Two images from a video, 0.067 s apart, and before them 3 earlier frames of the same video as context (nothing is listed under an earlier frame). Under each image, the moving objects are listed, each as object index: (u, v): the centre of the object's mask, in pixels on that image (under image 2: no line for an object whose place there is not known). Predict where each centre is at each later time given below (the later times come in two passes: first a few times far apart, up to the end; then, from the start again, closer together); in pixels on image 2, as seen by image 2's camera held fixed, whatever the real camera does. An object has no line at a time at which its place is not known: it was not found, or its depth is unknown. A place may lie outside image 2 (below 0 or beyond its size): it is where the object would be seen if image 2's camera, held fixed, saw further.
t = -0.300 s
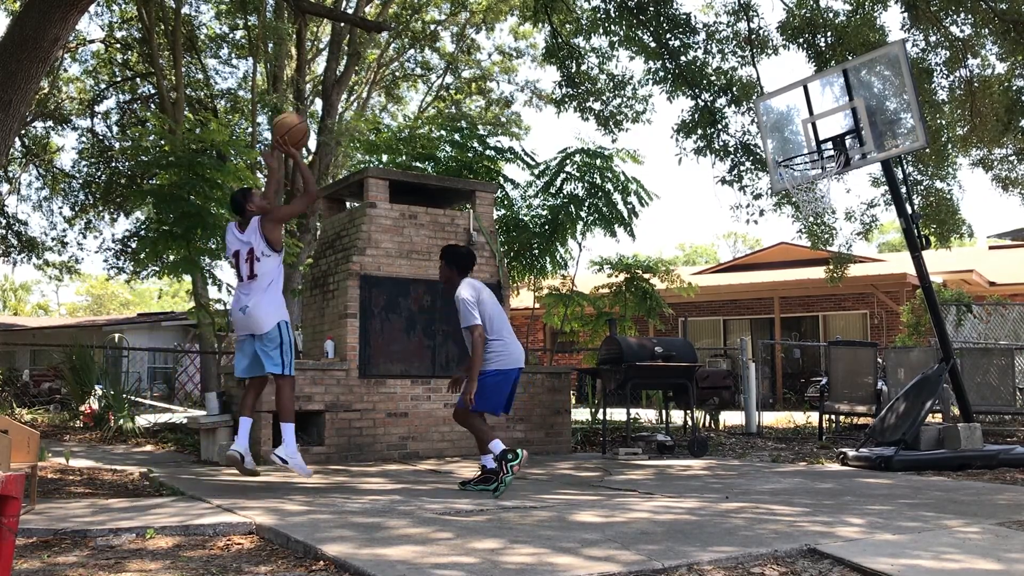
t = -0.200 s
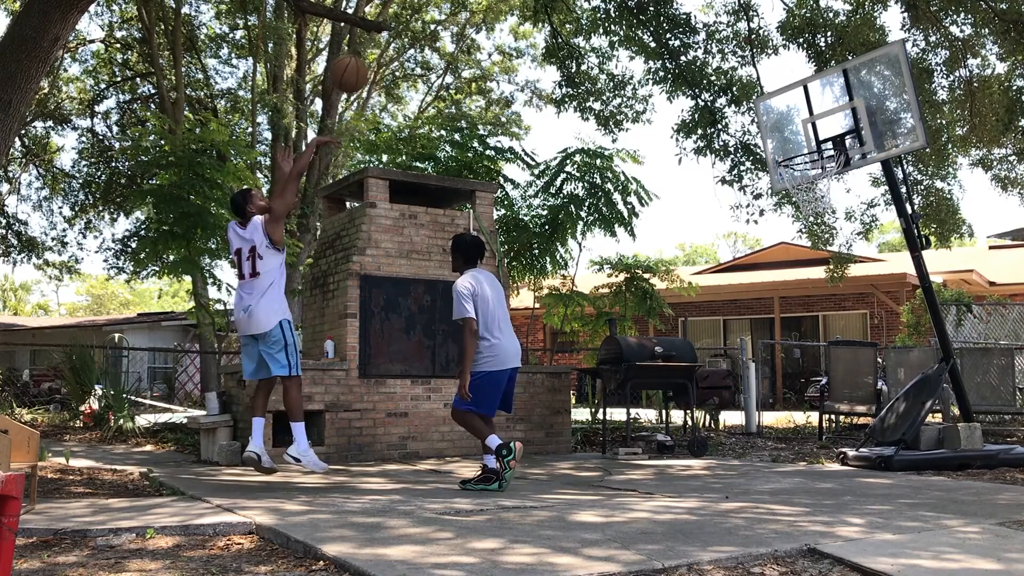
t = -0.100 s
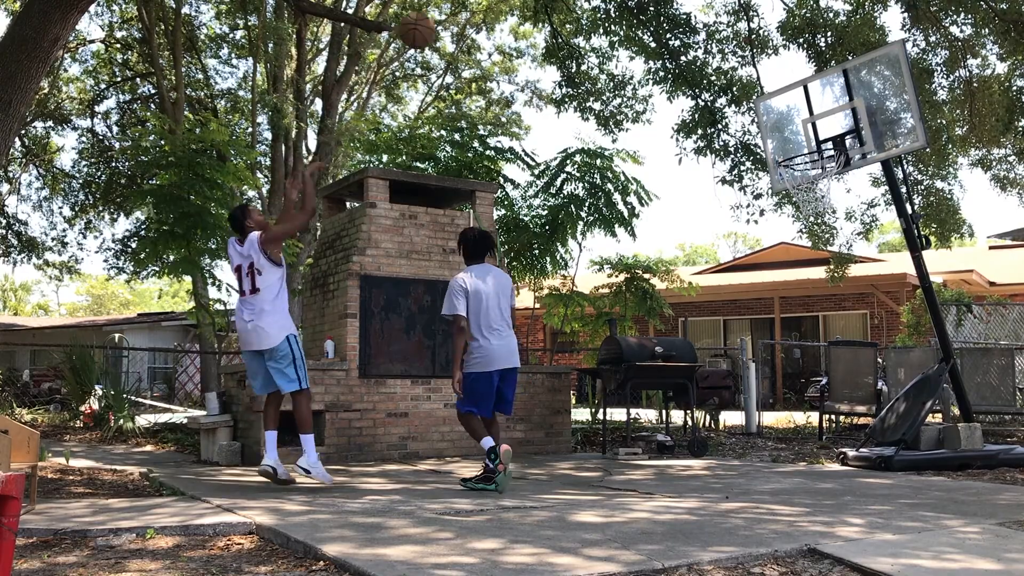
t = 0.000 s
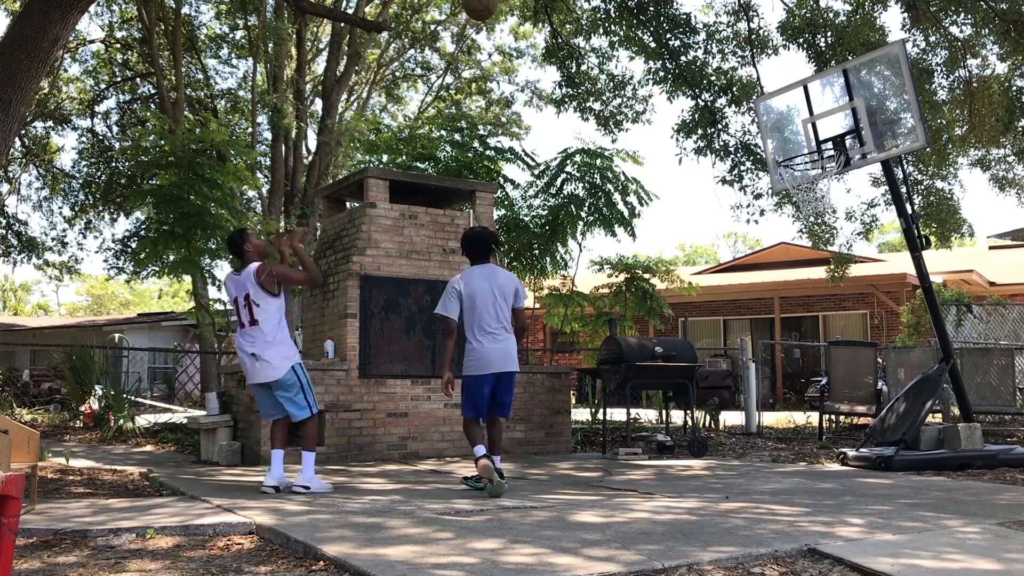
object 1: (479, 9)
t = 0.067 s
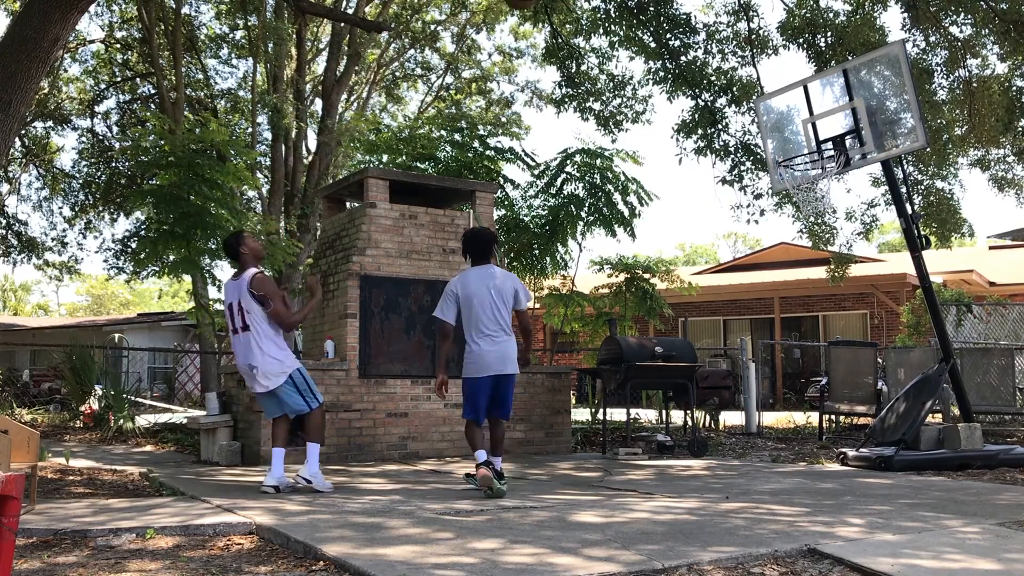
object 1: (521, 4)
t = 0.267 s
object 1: (636, 7)
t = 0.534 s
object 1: (769, 78)
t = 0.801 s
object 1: (812, 98)
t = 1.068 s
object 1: (785, 77)
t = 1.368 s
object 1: (757, 163)
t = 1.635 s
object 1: (731, 351)
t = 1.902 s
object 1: (700, 363)
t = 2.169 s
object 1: (669, 239)
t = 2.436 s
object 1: (640, 215)
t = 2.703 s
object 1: (610, 300)
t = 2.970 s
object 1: (580, 464)
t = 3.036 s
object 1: (573, 419)
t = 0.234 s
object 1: (615, 4)
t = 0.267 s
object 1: (636, 7)
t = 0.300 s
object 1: (649, 8)
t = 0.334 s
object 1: (667, 12)
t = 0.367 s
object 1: (685, 18)
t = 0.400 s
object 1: (701, 27)
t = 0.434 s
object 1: (718, 38)
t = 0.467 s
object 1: (735, 50)
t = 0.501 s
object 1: (752, 63)
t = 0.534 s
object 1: (769, 78)
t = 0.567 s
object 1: (784, 95)
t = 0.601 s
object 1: (801, 111)
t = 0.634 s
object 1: (817, 130)
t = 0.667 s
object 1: (827, 140)
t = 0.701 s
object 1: (823, 128)
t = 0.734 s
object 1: (820, 117)
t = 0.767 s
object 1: (816, 107)
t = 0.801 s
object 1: (812, 98)
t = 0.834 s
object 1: (809, 91)
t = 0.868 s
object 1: (805, 84)
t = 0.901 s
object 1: (802, 80)
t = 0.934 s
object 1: (798, 76)
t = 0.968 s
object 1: (795, 74)
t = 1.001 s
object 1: (792, 74)
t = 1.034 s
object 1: (788, 75)
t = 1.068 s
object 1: (785, 77)
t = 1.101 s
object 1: (782, 80)
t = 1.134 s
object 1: (778, 86)
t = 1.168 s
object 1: (775, 92)
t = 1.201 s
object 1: (772, 100)
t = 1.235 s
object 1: (768, 110)
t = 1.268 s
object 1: (766, 121)
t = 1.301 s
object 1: (763, 133)
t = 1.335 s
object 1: (759, 147)
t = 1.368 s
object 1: (757, 163)
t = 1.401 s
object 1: (754, 181)
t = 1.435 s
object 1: (750, 200)
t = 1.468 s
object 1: (746, 221)
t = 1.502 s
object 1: (743, 244)
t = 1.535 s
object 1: (740, 268)
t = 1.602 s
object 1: (734, 321)
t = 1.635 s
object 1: (731, 351)
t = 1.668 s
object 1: (726, 384)
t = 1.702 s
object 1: (723, 417)
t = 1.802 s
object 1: (713, 434)
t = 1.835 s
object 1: (708, 407)
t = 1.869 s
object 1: (704, 384)
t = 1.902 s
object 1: (700, 363)
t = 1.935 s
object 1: (696, 341)
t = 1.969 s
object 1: (693, 322)
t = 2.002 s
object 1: (690, 304)
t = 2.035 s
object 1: (684, 288)
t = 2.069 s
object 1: (680, 273)
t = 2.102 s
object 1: (677, 260)
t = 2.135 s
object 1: (673, 249)
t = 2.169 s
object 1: (669, 239)
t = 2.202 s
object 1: (666, 230)
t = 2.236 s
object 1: (662, 224)
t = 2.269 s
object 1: (658, 218)
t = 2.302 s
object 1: (655, 214)
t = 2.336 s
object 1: (651, 212)
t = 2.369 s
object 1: (648, 211)
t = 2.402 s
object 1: (643, 213)
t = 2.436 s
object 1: (640, 215)
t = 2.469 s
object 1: (637, 220)
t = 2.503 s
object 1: (632, 226)
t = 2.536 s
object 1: (629, 233)
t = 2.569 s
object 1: (625, 243)
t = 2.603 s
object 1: (621, 255)
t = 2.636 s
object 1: (617, 268)
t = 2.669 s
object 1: (614, 283)
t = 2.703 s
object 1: (610, 300)
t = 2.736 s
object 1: (606, 318)
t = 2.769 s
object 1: (604, 340)
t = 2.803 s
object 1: (600, 363)
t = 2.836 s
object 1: (596, 387)
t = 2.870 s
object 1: (592, 415)
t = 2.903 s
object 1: (589, 445)
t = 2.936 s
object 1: (585, 476)
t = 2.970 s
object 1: (580, 464)
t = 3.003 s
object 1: (576, 441)
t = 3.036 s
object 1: (573, 419)
